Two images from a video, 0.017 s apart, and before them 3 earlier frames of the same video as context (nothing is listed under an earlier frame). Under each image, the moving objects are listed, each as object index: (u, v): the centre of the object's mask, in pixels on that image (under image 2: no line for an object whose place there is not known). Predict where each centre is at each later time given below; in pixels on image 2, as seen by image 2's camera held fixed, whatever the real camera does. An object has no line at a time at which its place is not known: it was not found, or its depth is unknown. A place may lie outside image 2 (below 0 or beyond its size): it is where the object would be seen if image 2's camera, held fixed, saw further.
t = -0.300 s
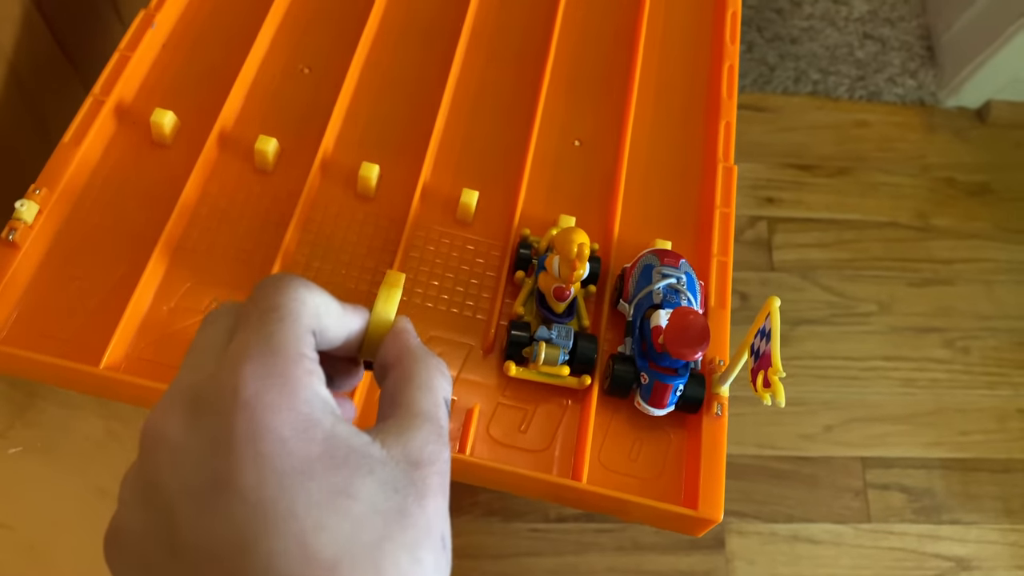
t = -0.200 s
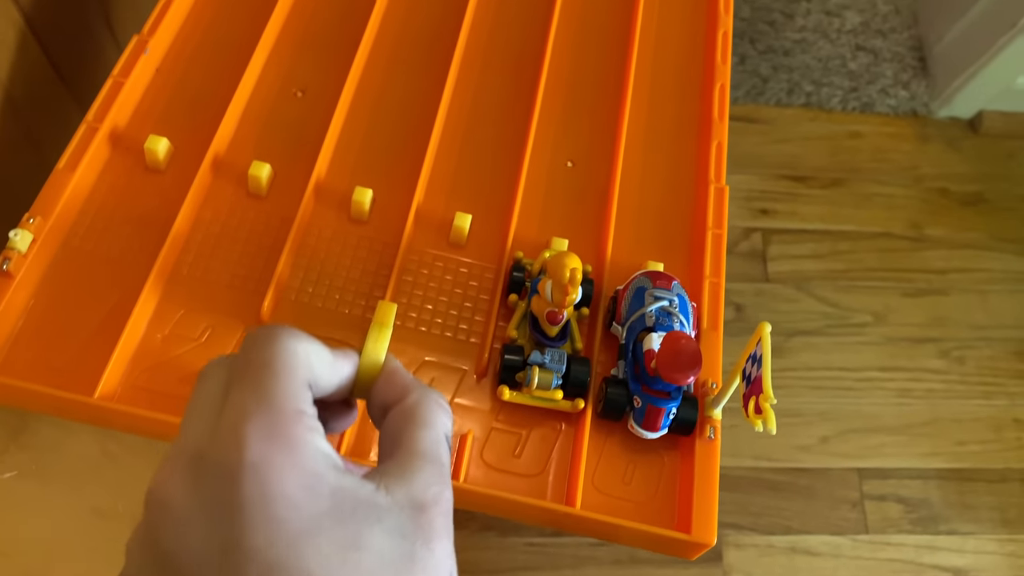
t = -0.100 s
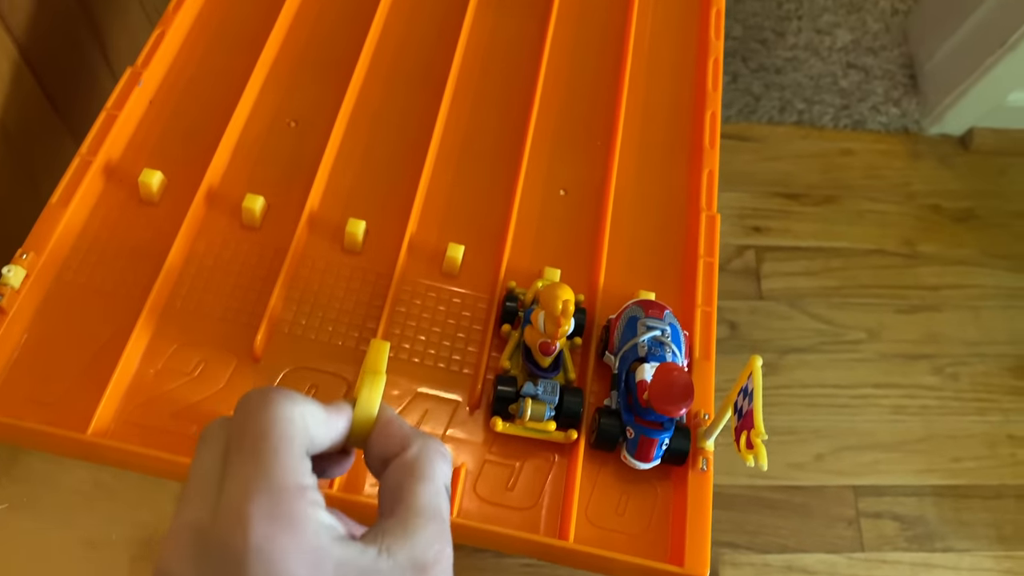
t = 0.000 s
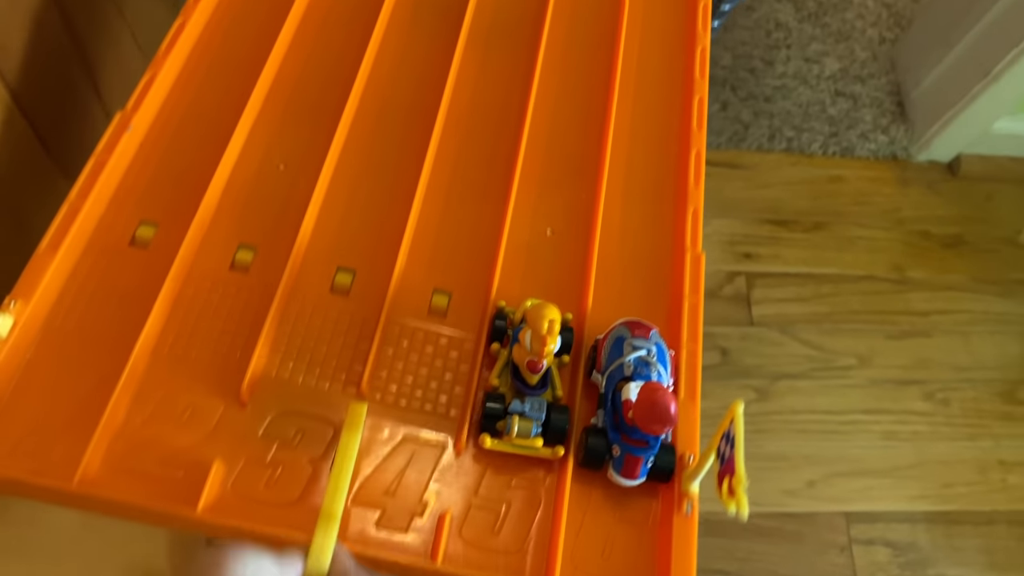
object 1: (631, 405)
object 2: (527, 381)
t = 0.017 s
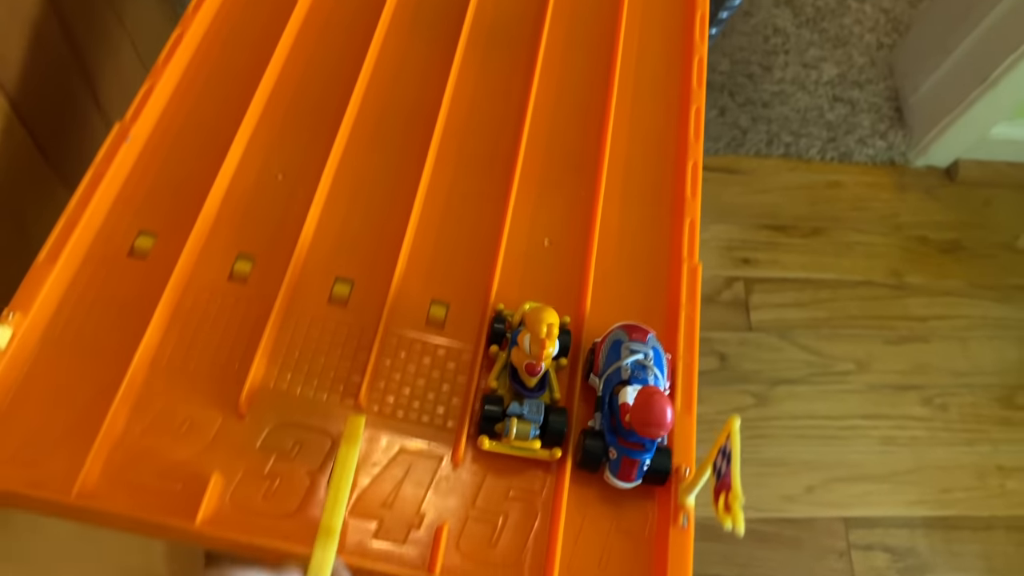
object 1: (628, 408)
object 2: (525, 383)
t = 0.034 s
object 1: (629, 398)
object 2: (527, 372)
